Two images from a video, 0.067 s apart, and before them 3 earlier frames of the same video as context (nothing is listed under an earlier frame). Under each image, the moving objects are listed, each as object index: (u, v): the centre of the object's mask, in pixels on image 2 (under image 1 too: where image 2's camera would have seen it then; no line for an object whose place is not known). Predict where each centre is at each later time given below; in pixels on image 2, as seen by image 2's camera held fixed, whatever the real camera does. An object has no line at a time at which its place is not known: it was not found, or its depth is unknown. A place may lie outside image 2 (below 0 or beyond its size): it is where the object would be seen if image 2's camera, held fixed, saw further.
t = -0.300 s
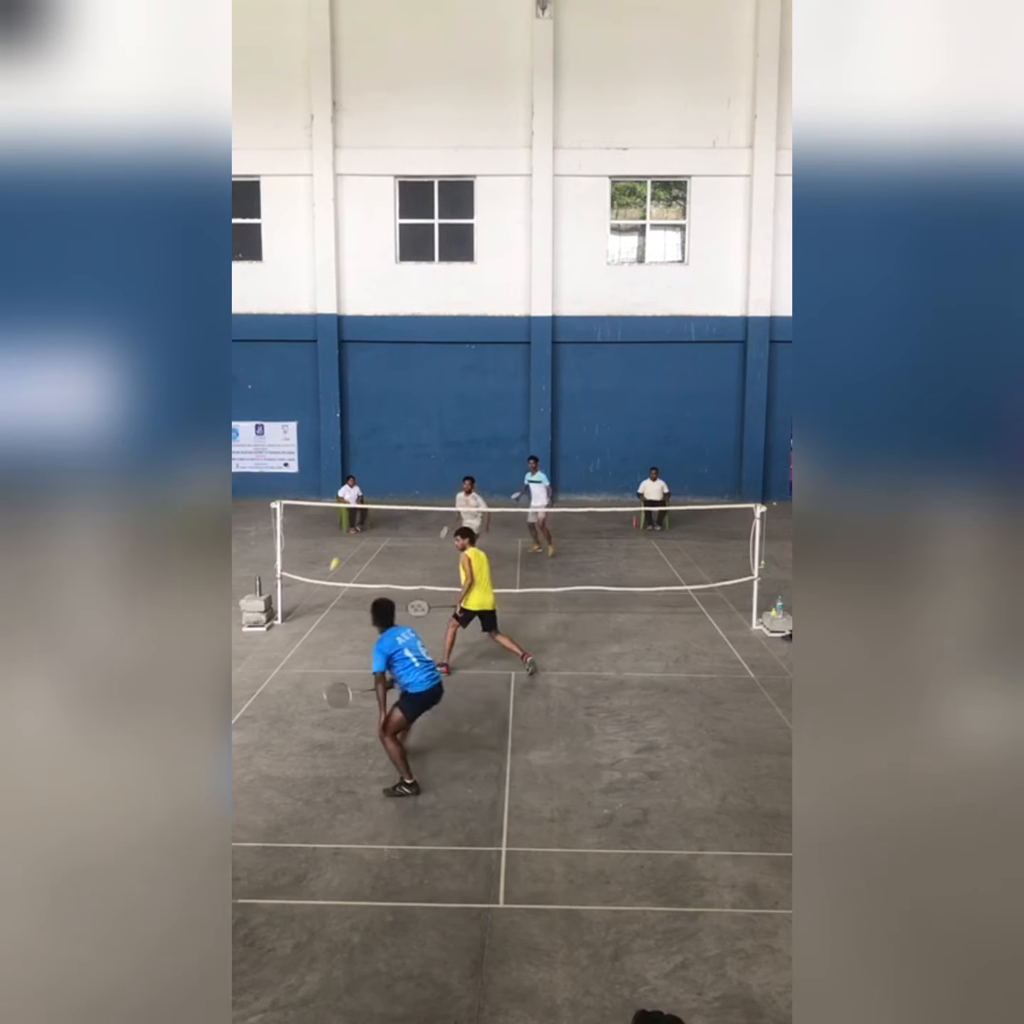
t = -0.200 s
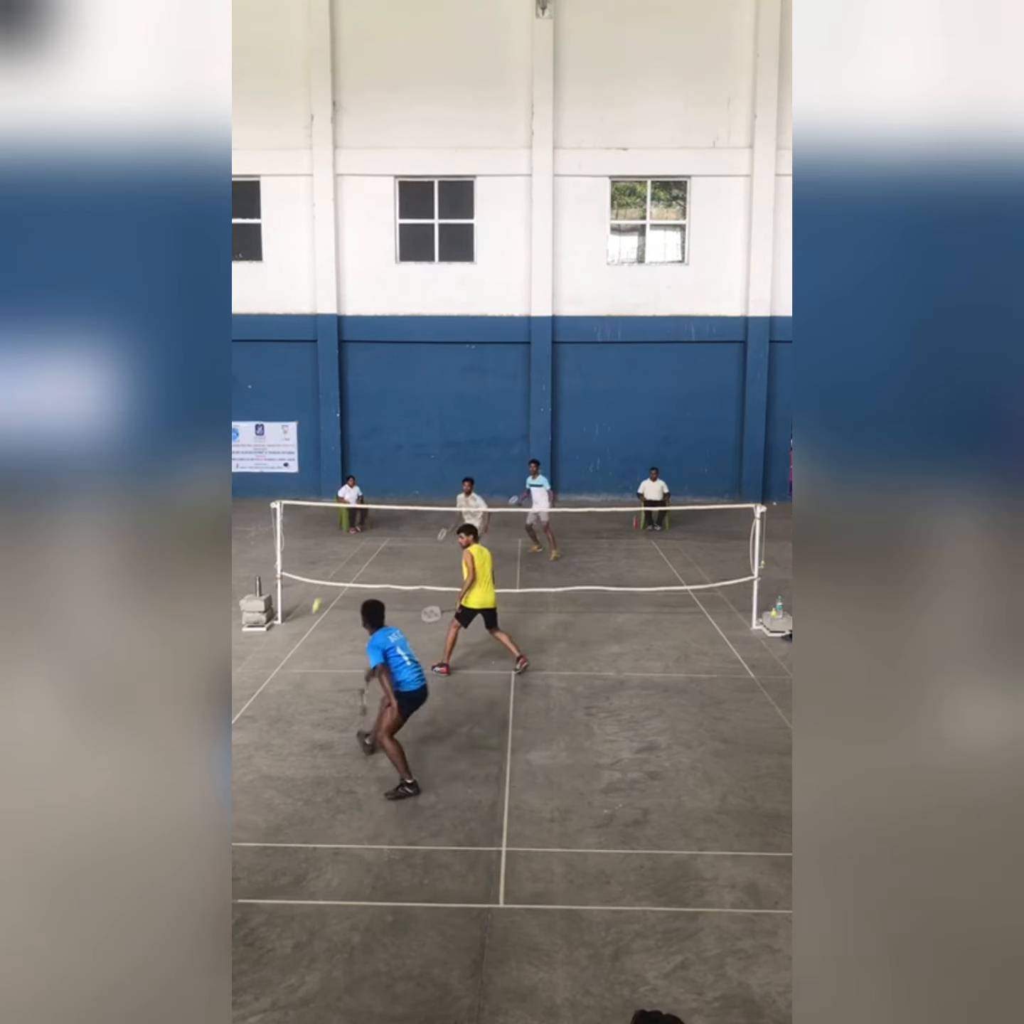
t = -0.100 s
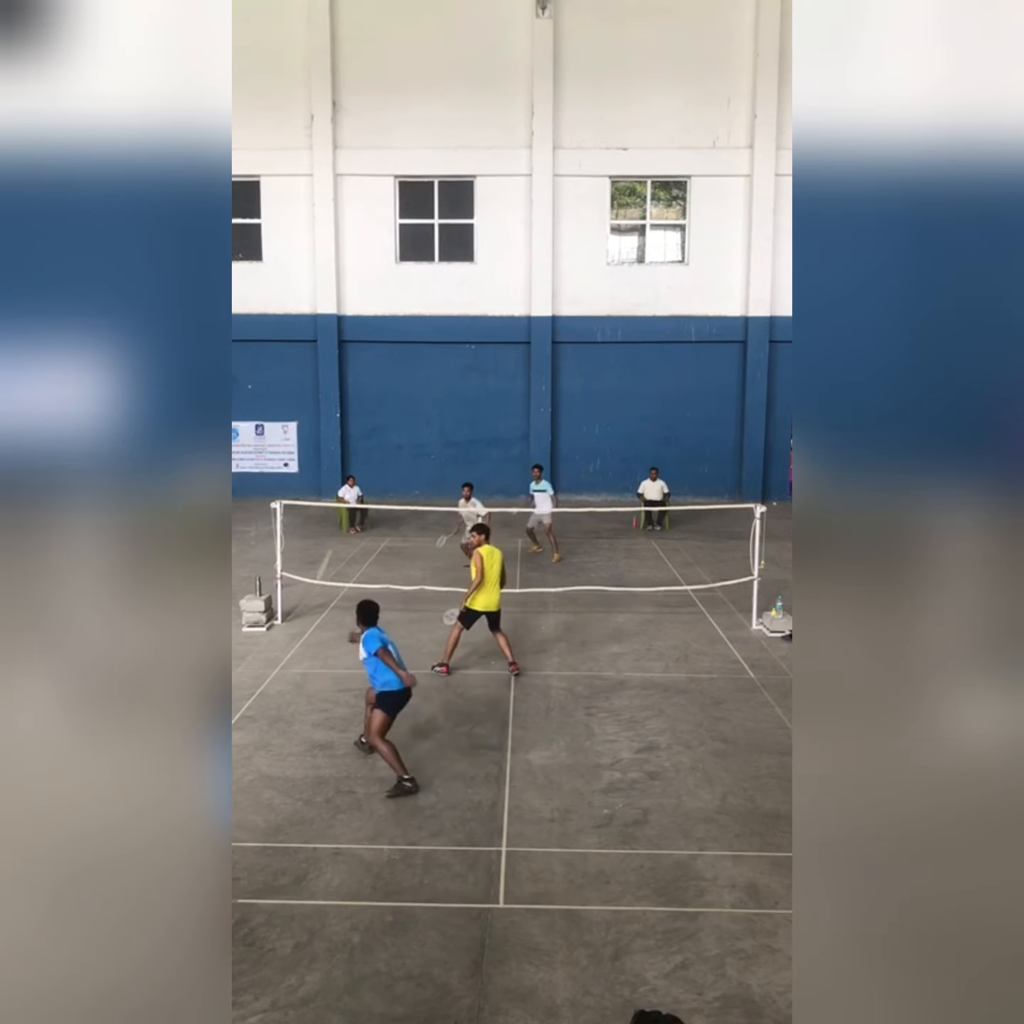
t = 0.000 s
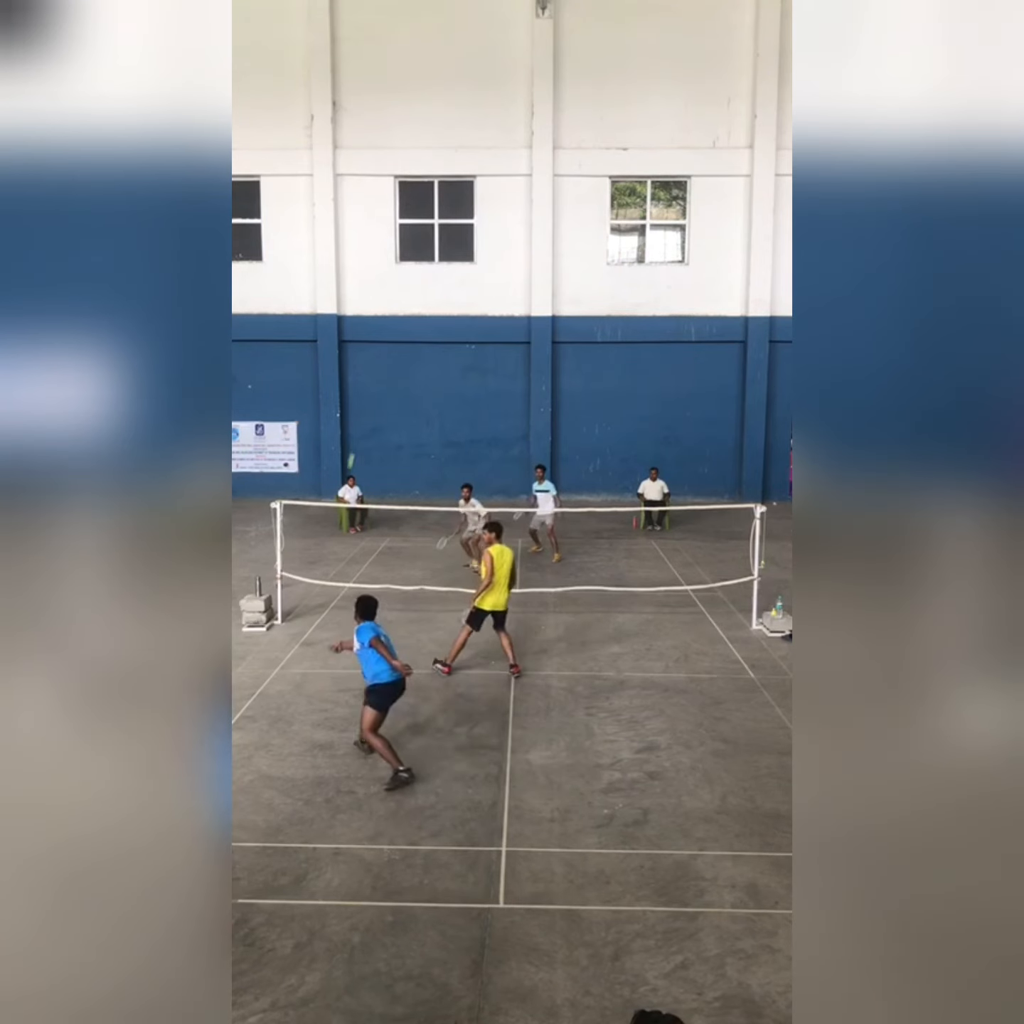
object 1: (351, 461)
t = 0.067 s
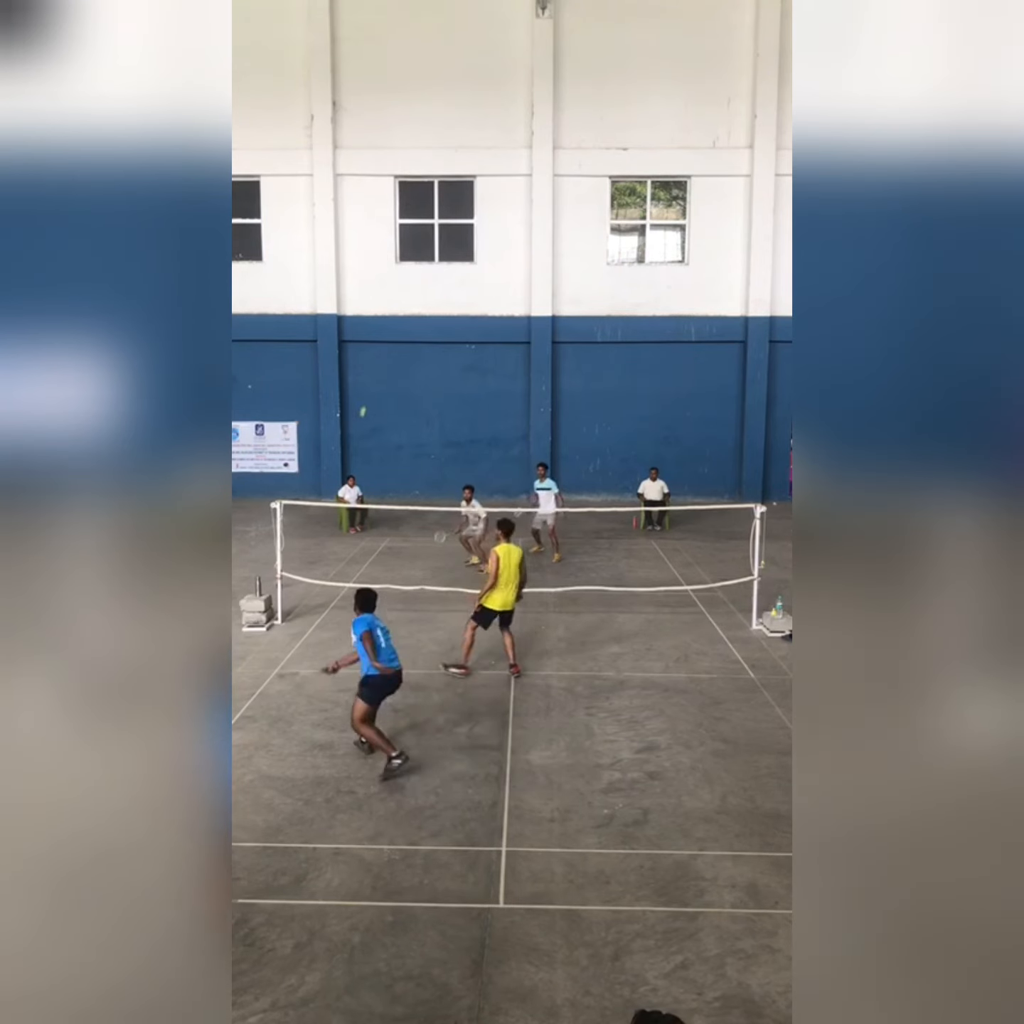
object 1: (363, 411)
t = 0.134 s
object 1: (369, 392)
